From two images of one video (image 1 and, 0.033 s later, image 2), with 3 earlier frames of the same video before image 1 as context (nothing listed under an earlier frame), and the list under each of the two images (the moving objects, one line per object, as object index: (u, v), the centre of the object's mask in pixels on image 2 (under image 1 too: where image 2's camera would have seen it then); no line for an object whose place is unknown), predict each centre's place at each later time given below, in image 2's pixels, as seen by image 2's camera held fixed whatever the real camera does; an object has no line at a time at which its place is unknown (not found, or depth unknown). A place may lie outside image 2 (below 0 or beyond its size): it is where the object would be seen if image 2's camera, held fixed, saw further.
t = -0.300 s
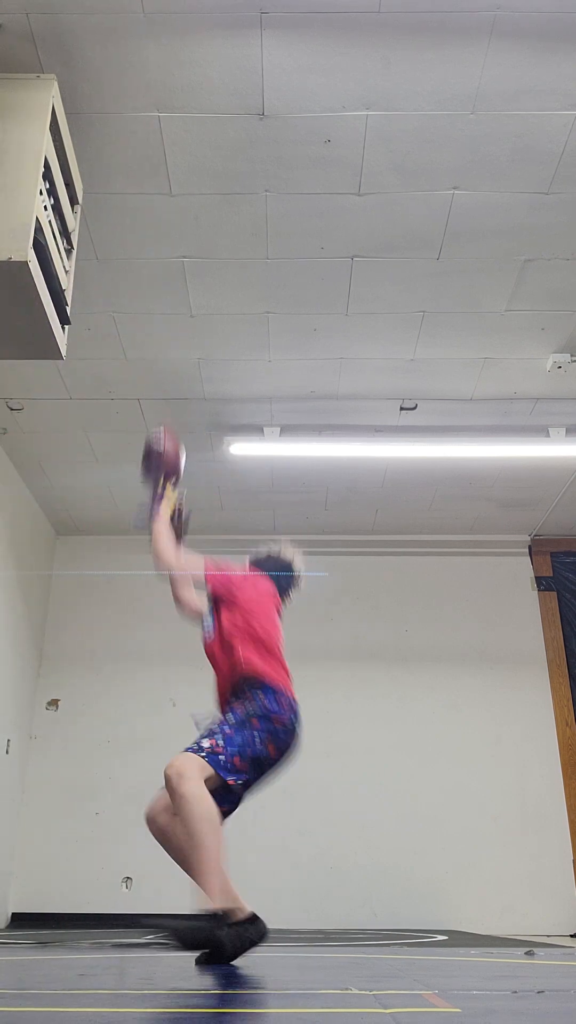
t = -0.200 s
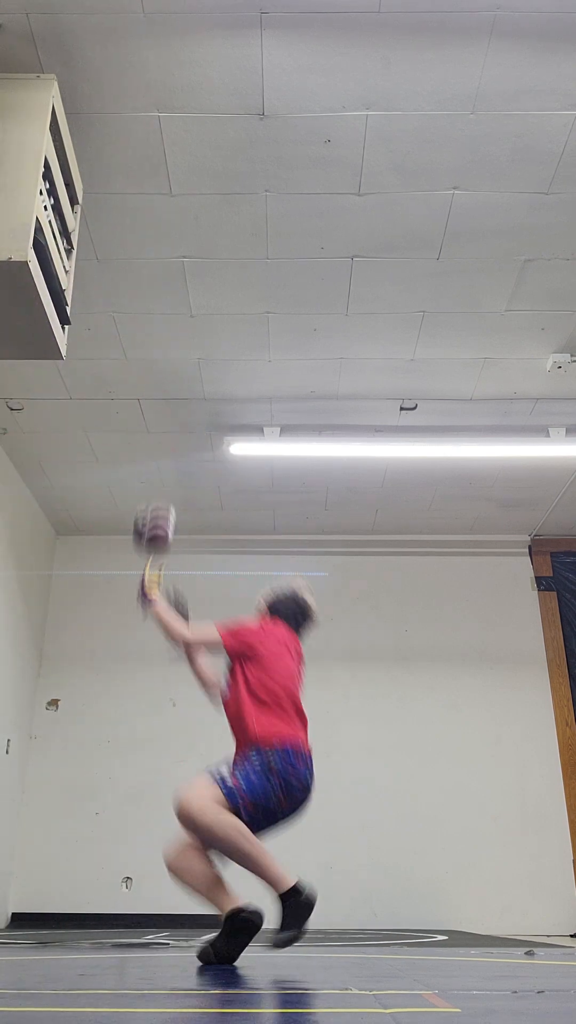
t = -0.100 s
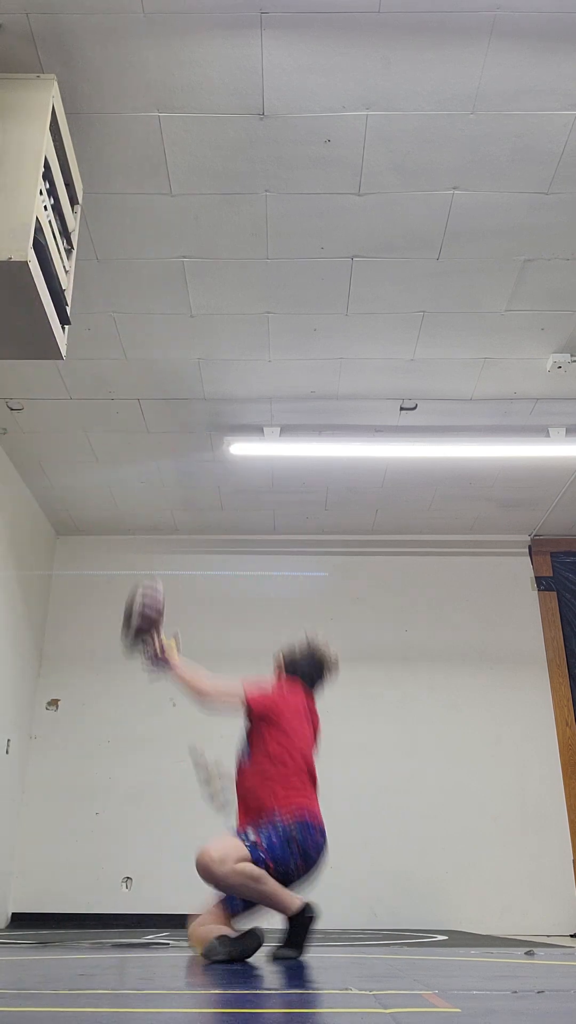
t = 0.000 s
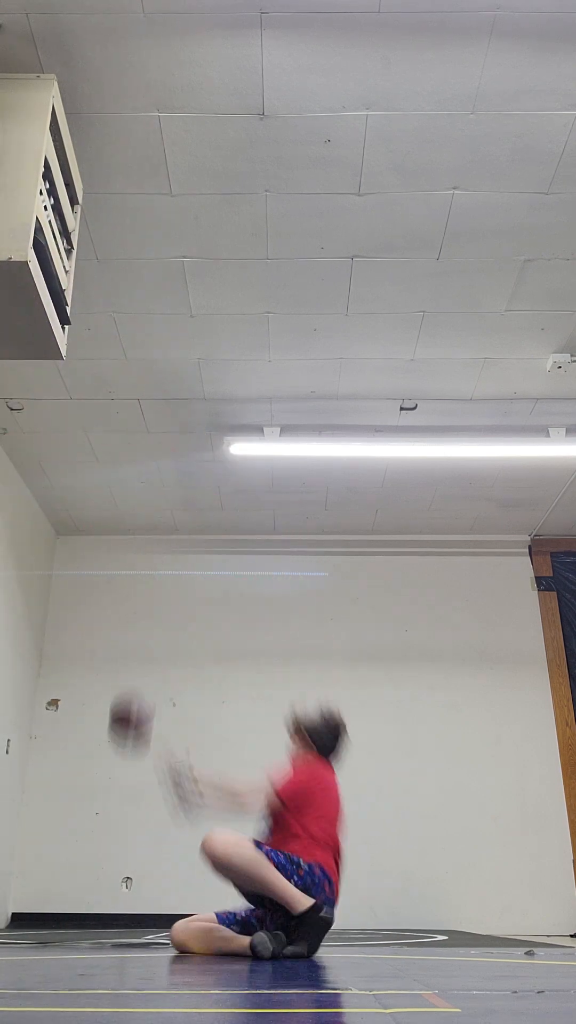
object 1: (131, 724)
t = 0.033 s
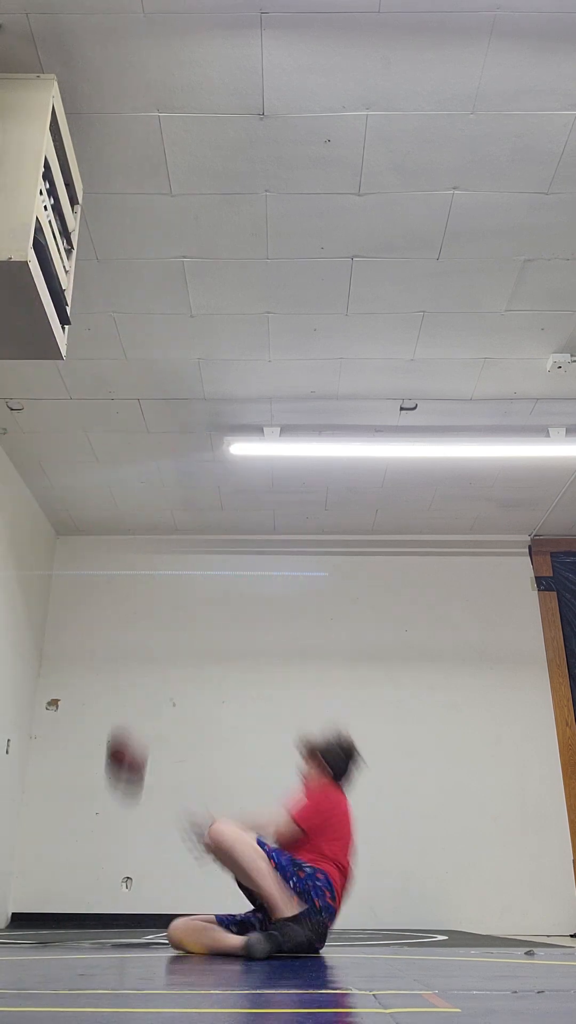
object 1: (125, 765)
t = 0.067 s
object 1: (120, 805)
